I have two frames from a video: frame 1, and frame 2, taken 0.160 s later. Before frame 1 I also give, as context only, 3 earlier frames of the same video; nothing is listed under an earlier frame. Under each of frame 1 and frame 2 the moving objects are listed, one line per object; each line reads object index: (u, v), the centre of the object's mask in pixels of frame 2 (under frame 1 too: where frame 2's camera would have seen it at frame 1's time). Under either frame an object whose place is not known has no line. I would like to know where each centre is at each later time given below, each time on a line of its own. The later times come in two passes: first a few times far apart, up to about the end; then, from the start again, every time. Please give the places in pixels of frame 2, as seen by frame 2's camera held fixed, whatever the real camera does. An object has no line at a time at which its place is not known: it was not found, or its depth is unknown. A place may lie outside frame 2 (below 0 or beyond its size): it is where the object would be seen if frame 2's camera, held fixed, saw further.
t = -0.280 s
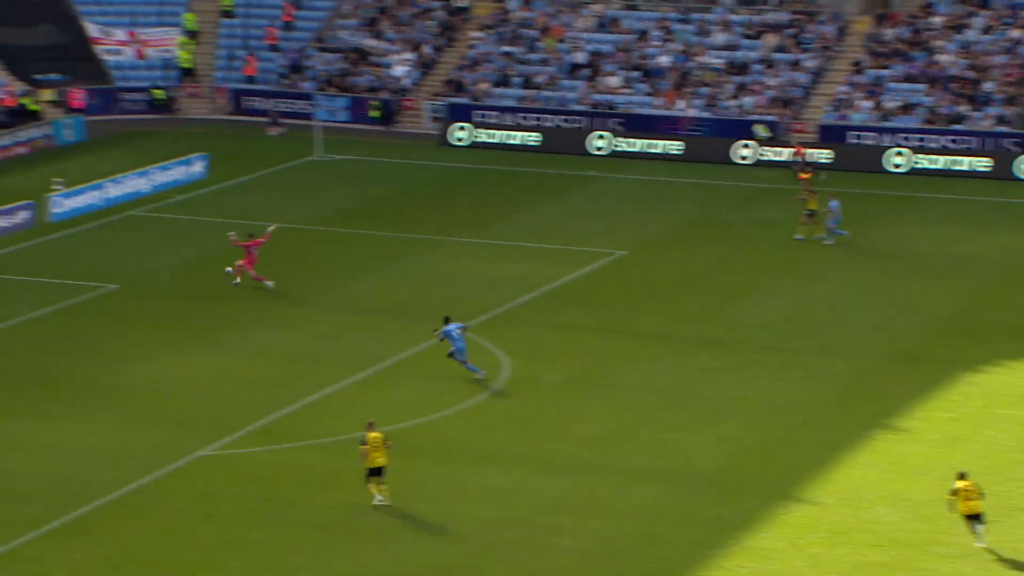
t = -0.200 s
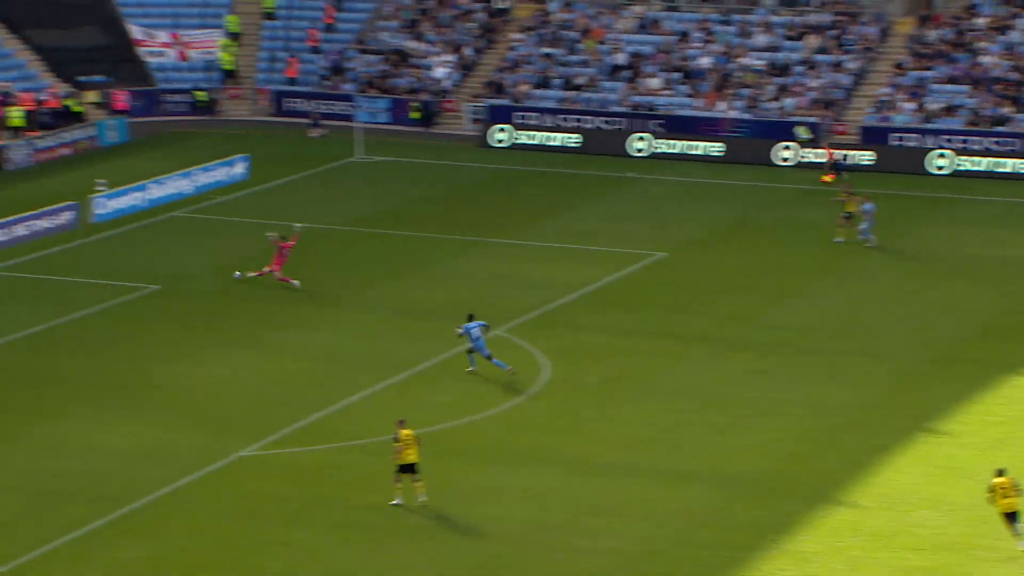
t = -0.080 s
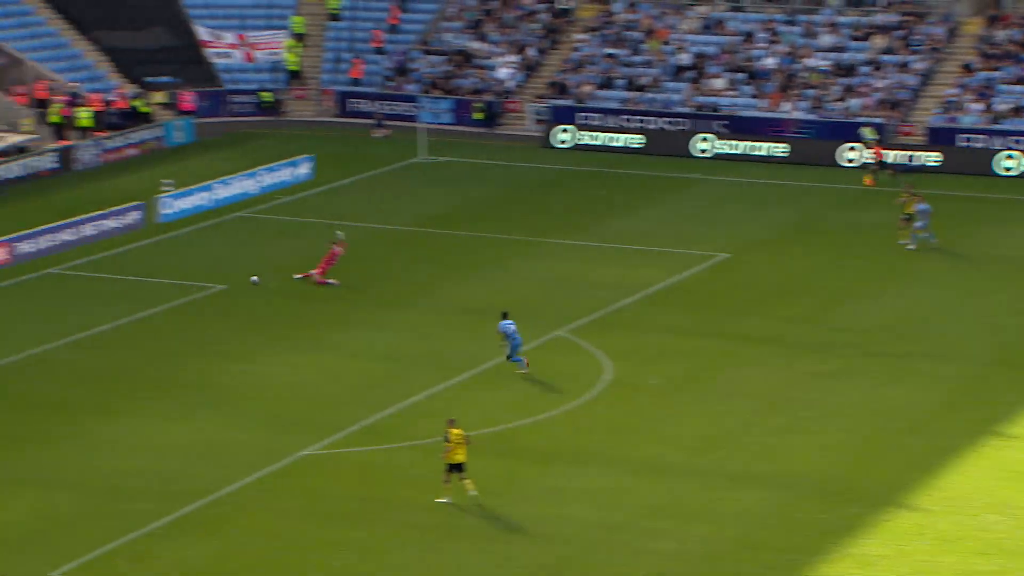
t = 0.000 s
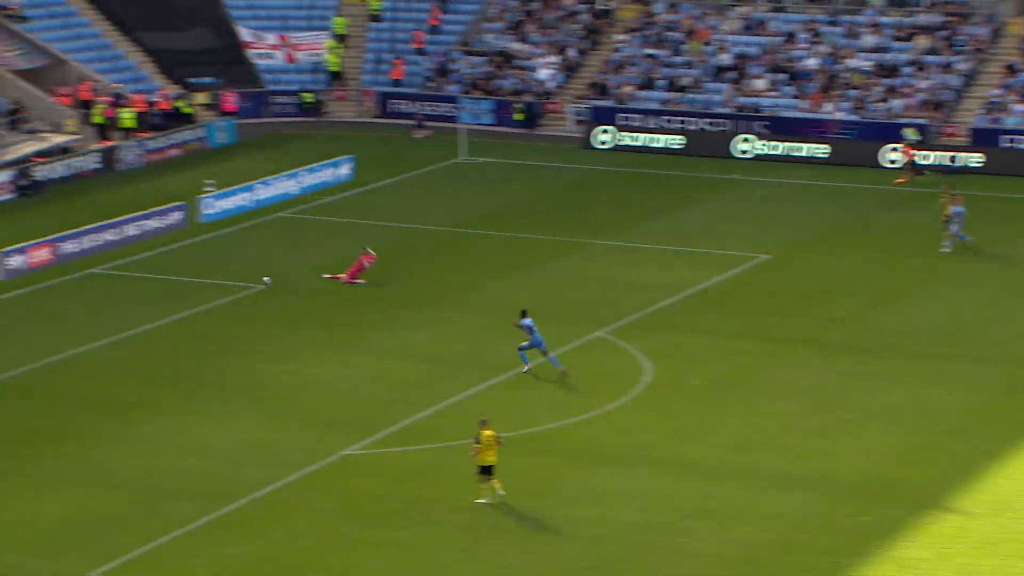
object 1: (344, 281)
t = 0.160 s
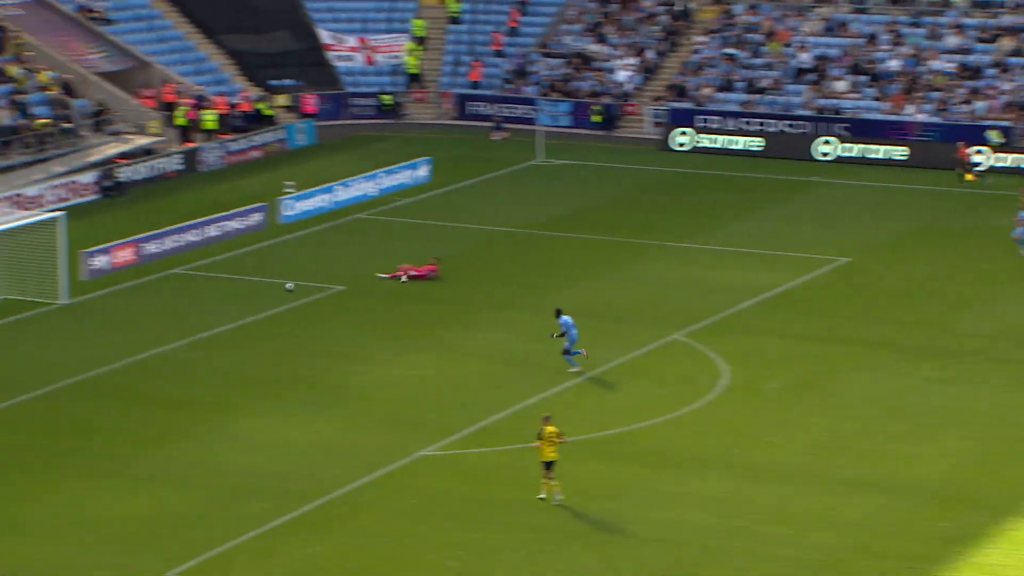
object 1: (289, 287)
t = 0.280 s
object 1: (252, 289)
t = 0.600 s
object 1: (164, 297)
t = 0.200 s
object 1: (277, 287)
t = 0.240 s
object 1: (264, 287)
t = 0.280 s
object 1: (252, 289)
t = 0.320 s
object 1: (240, 291)
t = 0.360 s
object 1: (227, 292)
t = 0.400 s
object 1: (217, 292)
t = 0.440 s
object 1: (206, 293)
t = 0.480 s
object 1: (196, 294)
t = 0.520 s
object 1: (185, 295)
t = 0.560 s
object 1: (174, 296)
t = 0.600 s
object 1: (164, 297)
